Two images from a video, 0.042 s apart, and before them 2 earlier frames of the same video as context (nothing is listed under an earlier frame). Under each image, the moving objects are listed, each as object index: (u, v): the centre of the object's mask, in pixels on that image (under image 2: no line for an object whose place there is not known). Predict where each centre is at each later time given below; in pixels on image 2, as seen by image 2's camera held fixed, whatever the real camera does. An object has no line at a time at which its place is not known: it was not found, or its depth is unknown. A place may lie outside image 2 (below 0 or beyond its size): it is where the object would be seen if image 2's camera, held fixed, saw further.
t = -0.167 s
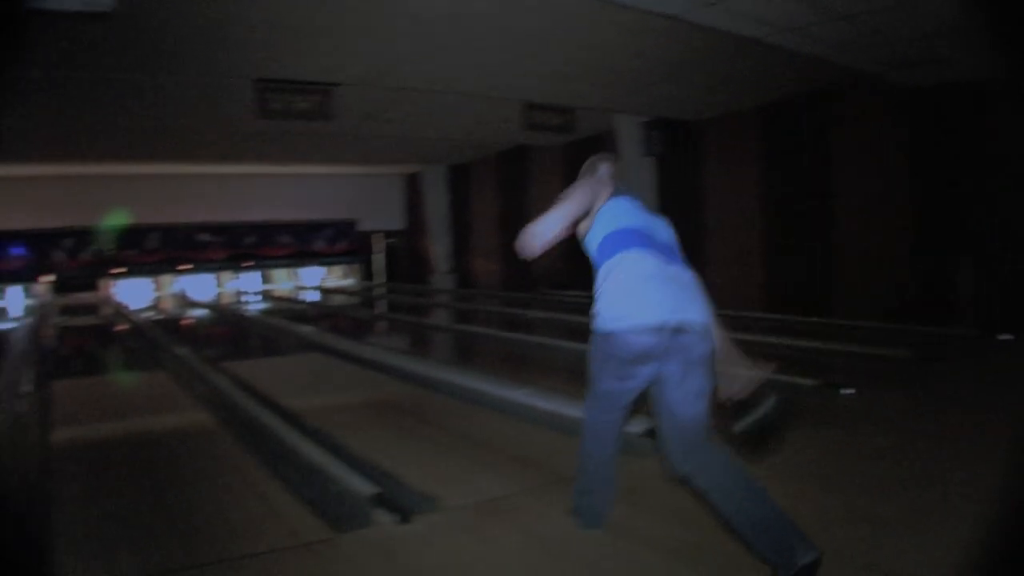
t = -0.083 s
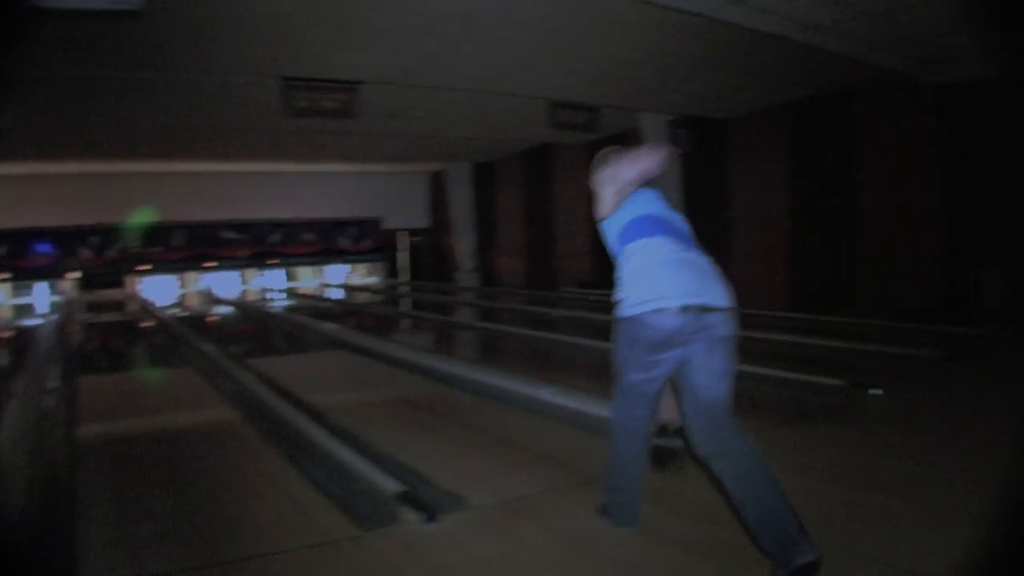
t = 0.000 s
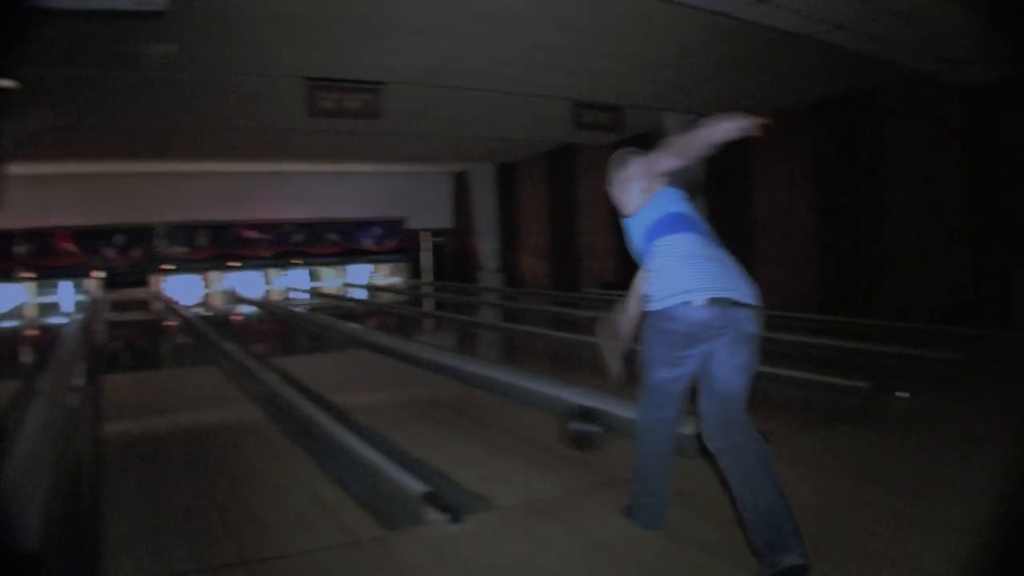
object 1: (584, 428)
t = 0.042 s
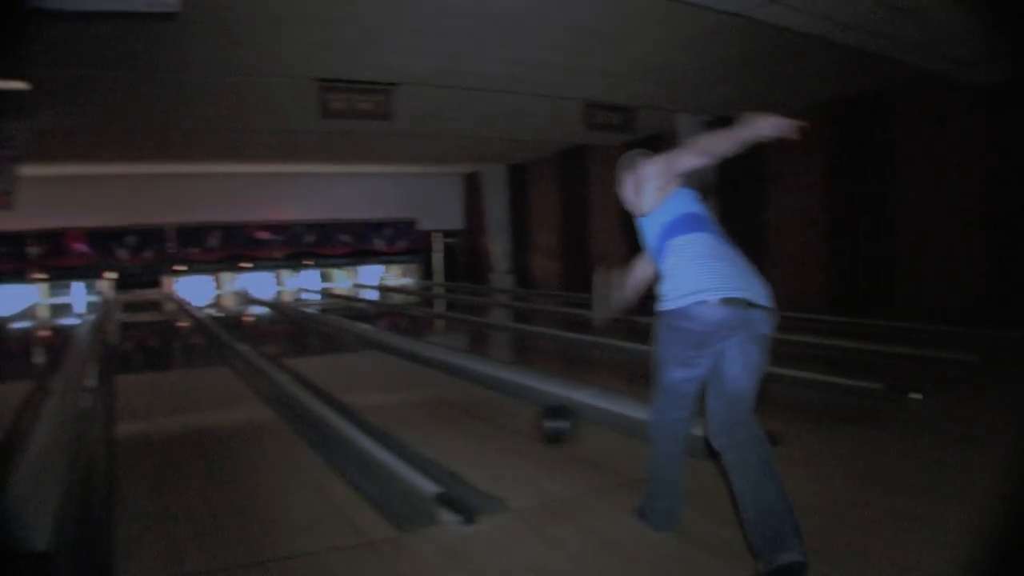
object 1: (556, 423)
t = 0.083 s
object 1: (521, 421)
